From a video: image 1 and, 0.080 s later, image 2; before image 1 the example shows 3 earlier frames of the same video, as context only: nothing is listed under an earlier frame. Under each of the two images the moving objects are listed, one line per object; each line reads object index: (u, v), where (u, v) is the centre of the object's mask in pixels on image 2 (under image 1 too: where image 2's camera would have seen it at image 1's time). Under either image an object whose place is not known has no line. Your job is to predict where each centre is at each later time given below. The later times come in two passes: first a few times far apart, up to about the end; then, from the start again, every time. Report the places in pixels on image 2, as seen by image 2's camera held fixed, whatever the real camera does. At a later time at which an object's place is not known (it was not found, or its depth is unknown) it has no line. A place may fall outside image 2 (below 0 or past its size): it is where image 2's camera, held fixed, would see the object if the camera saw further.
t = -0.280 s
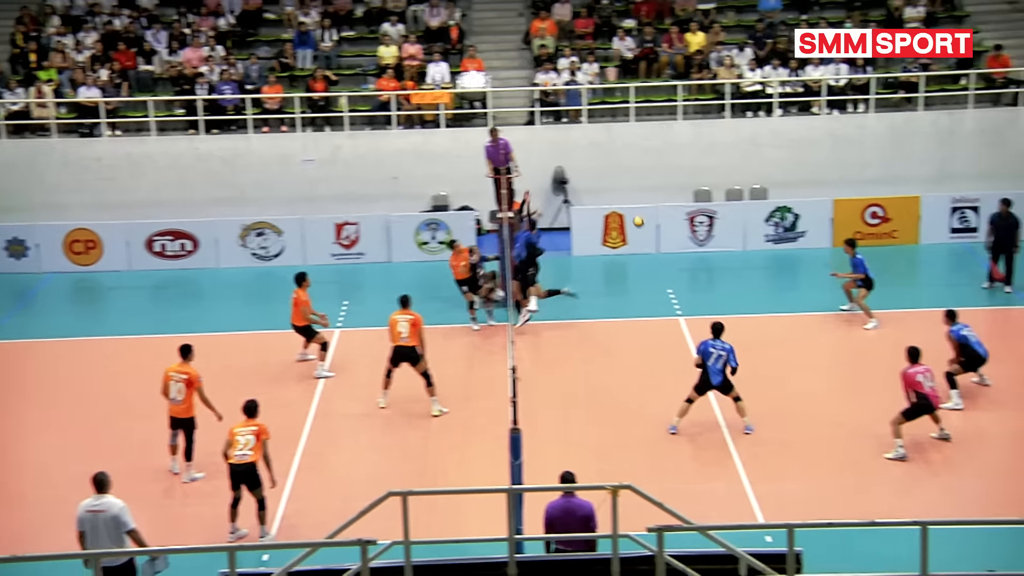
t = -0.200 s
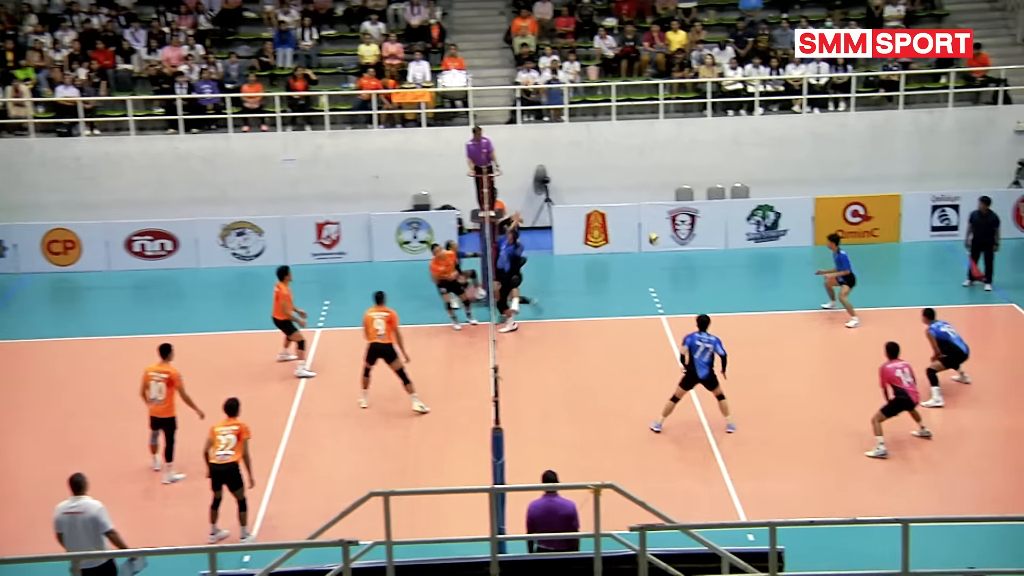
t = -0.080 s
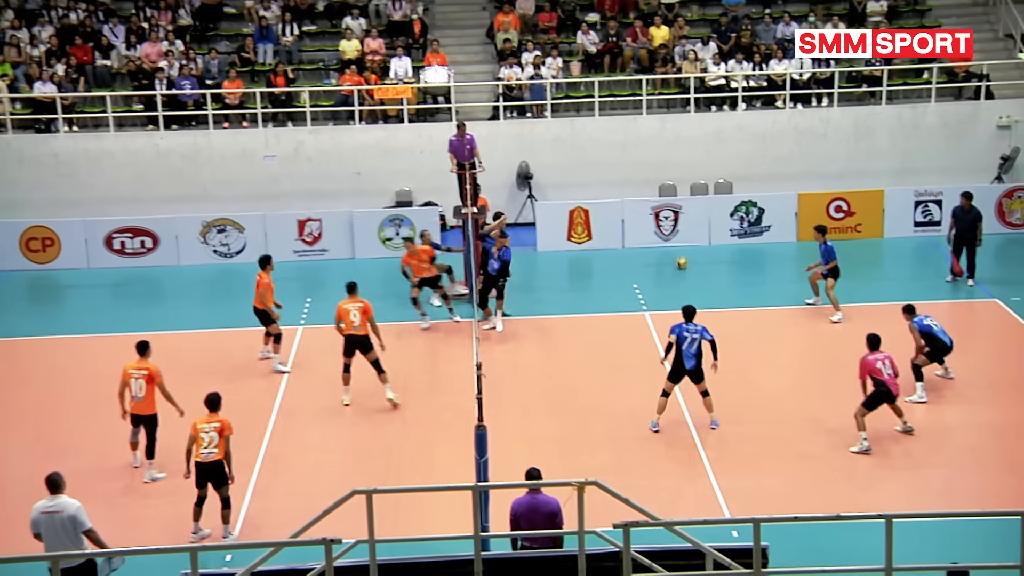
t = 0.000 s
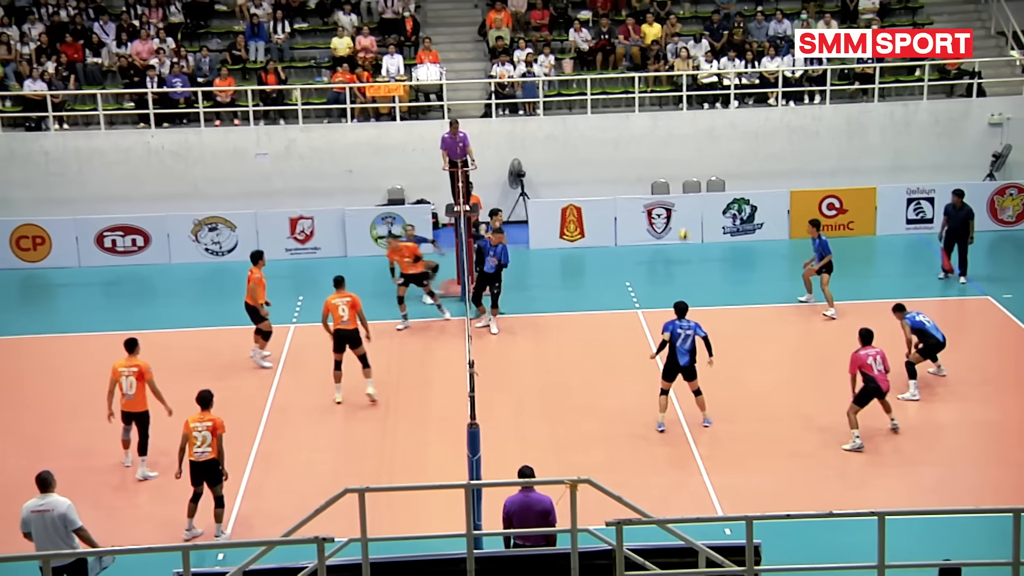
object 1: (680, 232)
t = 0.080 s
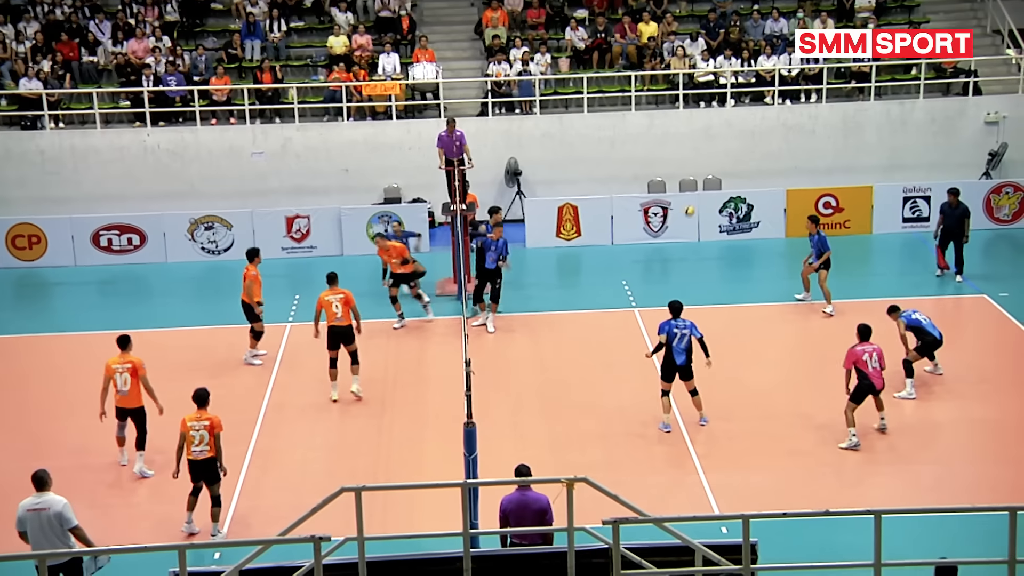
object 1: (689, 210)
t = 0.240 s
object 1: (708, 177)
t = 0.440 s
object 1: (728, 156)
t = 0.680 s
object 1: (752, 157)
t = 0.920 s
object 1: (773, 184)
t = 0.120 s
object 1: (694, 201)
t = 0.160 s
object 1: (698, 192)
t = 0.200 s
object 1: (703, 184)
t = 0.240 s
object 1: (708, 177)
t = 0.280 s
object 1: (711, 171)
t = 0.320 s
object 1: (716, 166)
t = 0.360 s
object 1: (720, 162)
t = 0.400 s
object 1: (725, 158)
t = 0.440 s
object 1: (728, 156)
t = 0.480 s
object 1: (732, 154)
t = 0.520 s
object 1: (736, 153)
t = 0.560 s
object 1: (740, 153)
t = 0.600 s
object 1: (744, 153)
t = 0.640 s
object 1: (748, 155)
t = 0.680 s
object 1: (752, 157)
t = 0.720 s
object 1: (755, 159)
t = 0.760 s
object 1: (759, 163)
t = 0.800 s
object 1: (763, 167)
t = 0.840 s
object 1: (766, 172)
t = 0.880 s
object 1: (769, 178)
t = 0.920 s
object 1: (773, 184)
